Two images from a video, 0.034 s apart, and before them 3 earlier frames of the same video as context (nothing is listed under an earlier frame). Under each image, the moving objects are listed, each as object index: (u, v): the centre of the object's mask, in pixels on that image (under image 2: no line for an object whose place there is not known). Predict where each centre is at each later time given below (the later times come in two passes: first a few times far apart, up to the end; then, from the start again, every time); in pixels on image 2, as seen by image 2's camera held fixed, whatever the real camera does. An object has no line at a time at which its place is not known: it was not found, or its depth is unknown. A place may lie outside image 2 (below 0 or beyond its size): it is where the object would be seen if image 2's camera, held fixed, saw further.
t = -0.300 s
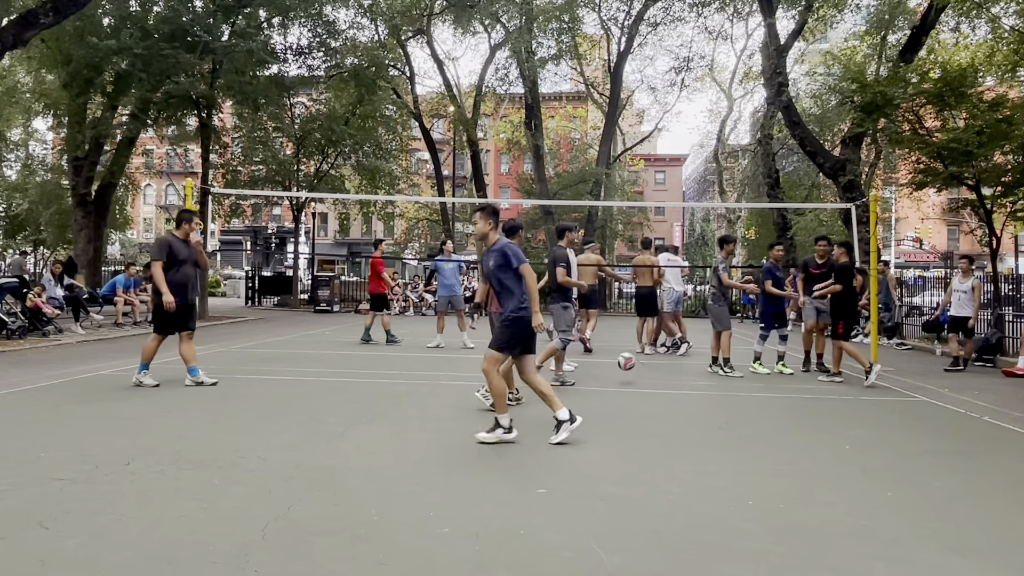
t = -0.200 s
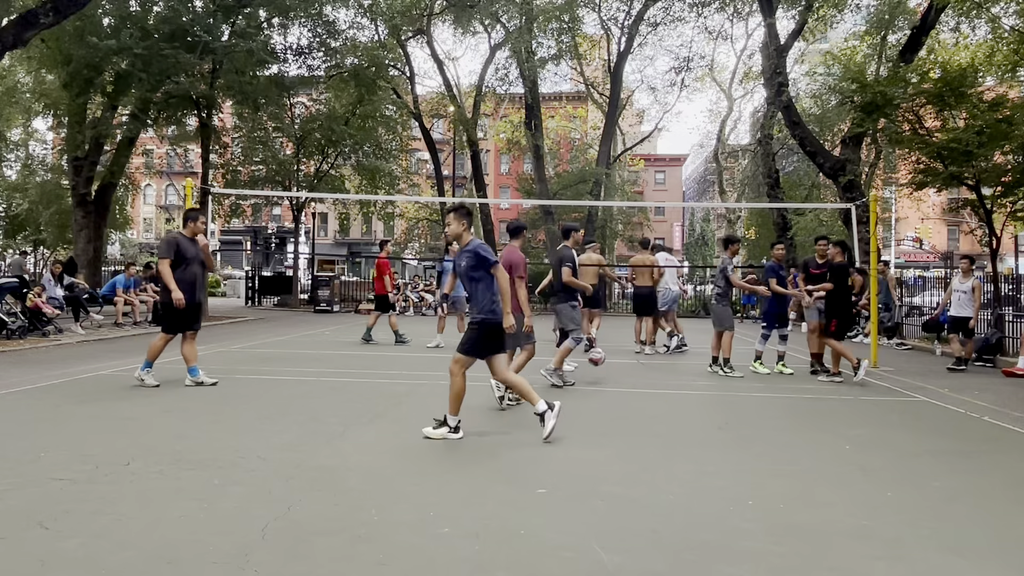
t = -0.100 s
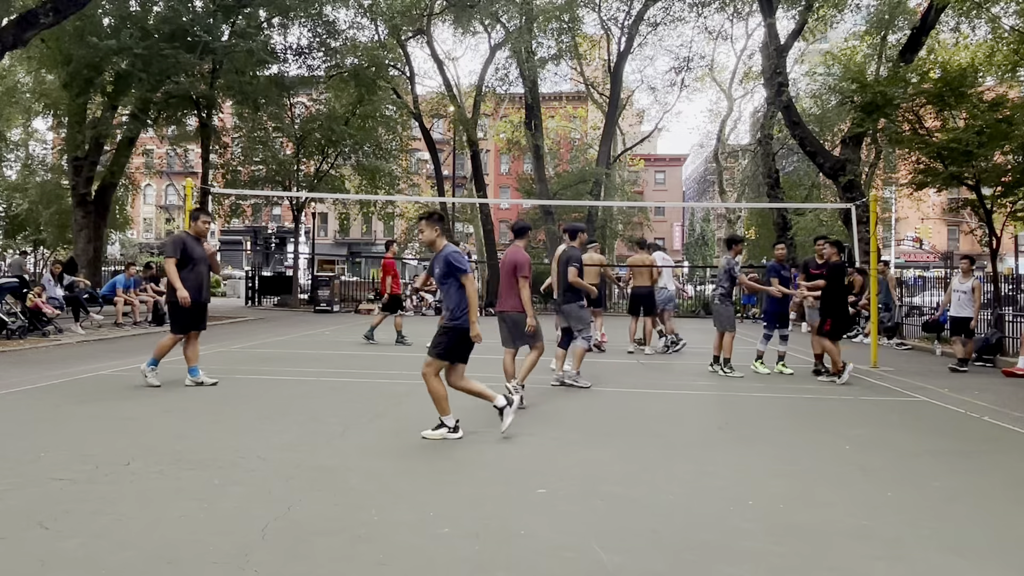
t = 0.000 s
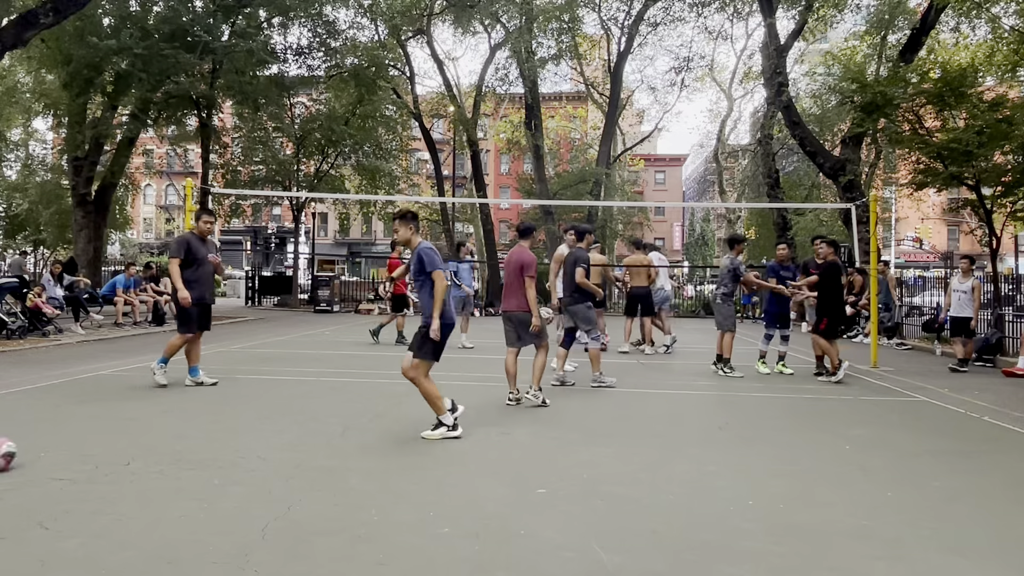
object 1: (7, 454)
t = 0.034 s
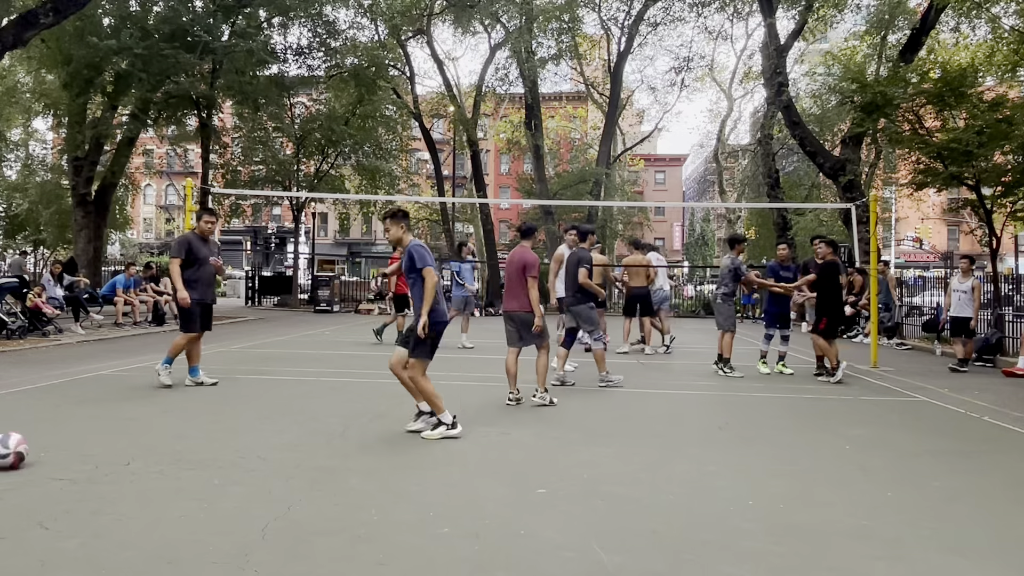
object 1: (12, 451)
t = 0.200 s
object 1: (69, 441)
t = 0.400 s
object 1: (132, 431)
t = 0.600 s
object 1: (186, 422)
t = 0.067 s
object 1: (21, 449)
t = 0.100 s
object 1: (34, 447)
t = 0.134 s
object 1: (46, 445)
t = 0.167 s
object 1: (58, 443)
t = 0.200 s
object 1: (69, 441)
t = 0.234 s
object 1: (80, 438)
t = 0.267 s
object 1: (91, 437)
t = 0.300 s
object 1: (102, 436)
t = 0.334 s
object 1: (111, 434)
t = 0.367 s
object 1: (122, 432)
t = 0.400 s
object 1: (132, 431)
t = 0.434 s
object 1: (141, 429)
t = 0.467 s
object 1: (151, 428)
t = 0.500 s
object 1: (160, 426)
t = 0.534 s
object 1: (168, 425)
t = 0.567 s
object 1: (177, 423)
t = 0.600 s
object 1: (186, 422)
